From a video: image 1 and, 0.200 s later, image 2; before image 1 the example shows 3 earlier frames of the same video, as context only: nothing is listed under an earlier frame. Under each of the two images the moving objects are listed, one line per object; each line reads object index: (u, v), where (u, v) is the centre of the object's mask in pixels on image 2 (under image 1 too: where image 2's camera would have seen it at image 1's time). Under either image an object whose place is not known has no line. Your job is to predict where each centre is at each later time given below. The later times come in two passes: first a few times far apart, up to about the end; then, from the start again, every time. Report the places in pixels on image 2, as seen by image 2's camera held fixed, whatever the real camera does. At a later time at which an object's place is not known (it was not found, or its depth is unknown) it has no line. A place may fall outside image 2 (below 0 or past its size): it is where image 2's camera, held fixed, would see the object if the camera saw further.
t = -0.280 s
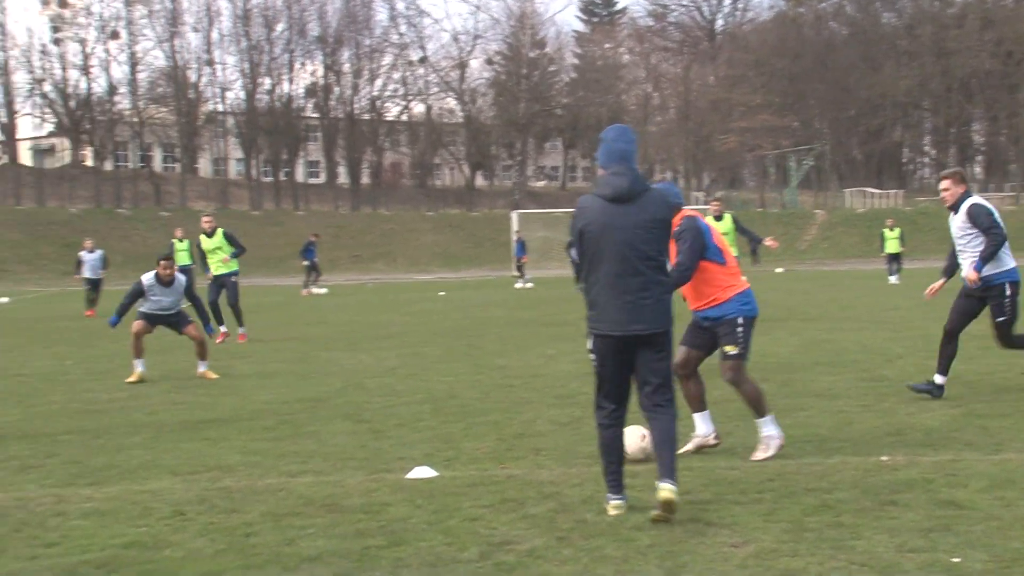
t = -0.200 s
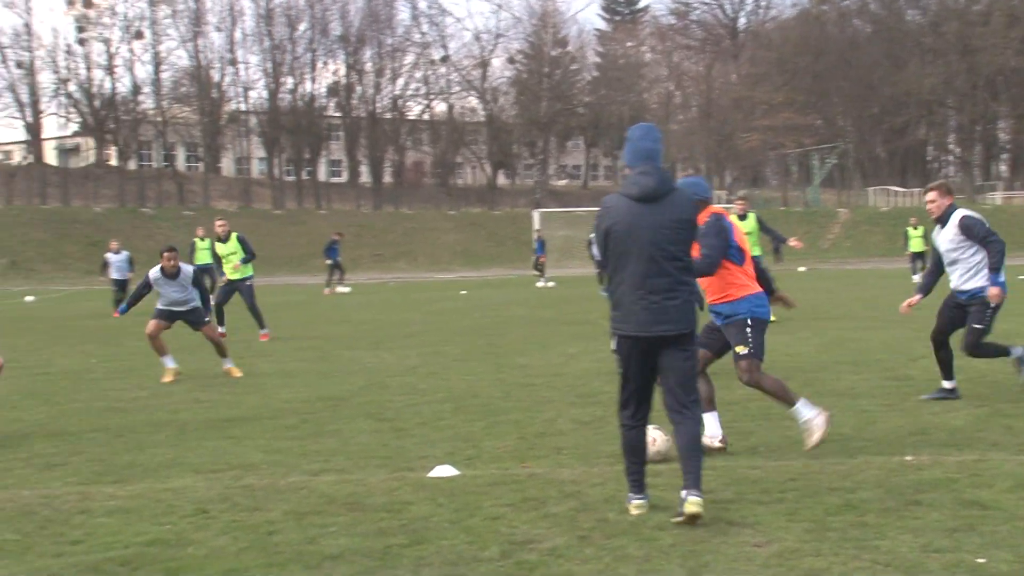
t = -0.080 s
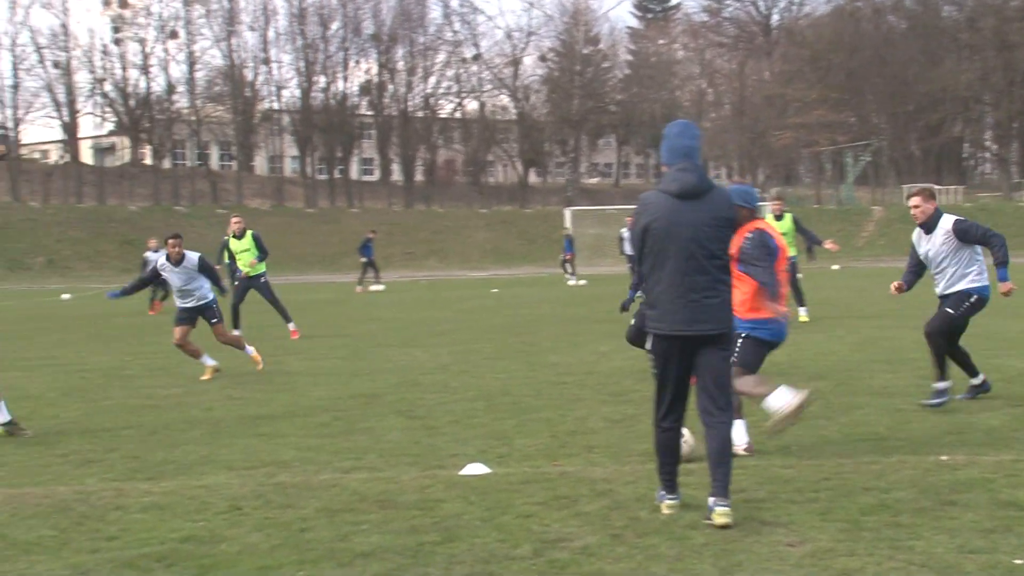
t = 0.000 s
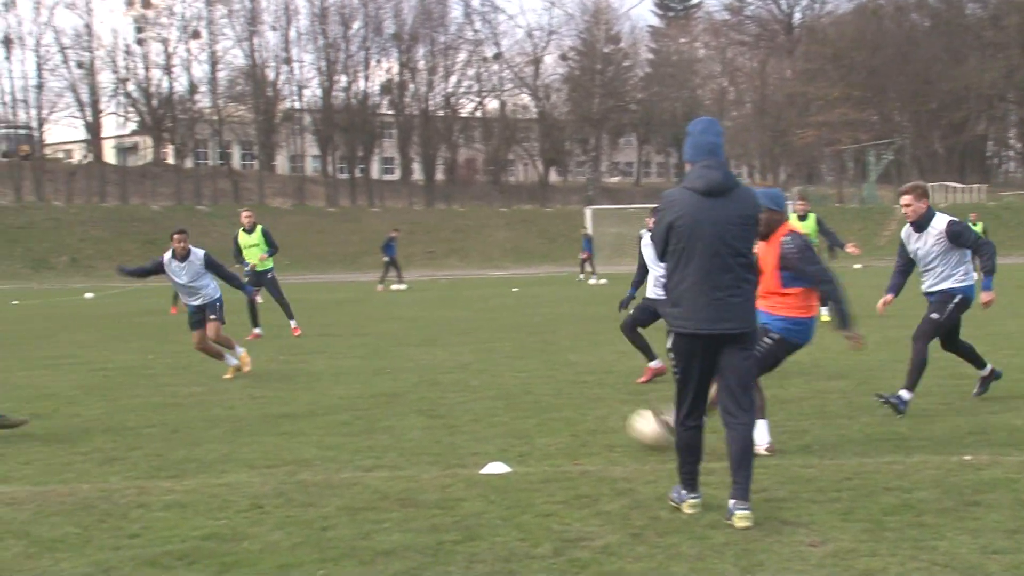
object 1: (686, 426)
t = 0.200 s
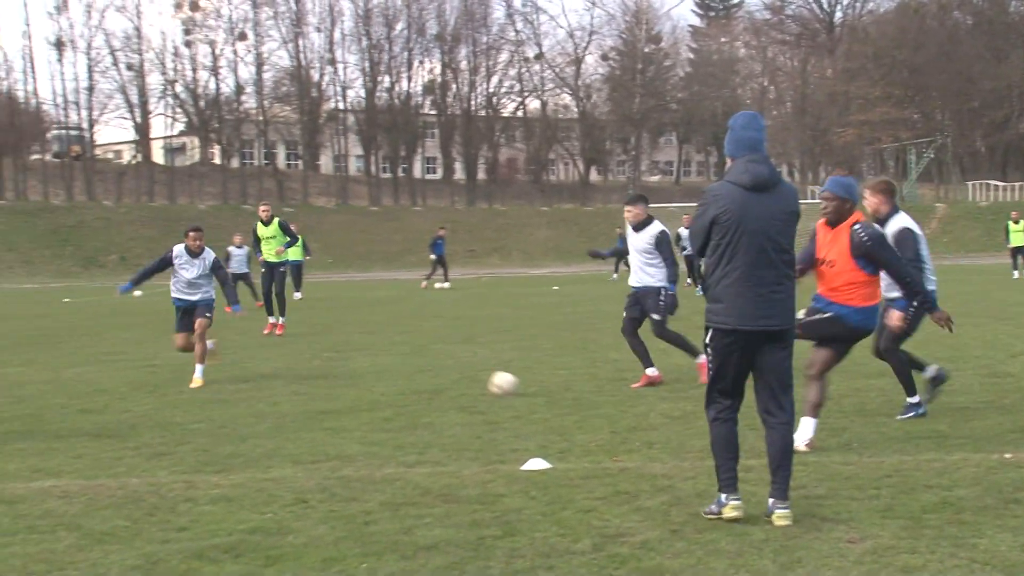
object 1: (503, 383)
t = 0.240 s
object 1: (481, 375)
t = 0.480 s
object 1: (393, 353)
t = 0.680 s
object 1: (357, 334)
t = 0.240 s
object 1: (481, 375)
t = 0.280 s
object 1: (461, 366)
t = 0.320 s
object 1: (445, 360)
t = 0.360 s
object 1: (430, 358)
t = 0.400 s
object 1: (415, 357)
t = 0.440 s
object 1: (403, 358)
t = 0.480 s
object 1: (393, 353)
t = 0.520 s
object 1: (385, 345)
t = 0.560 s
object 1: (377, 340)
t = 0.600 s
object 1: (370, 336)
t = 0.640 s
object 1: (363, 334)
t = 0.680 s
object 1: (357, 334)
